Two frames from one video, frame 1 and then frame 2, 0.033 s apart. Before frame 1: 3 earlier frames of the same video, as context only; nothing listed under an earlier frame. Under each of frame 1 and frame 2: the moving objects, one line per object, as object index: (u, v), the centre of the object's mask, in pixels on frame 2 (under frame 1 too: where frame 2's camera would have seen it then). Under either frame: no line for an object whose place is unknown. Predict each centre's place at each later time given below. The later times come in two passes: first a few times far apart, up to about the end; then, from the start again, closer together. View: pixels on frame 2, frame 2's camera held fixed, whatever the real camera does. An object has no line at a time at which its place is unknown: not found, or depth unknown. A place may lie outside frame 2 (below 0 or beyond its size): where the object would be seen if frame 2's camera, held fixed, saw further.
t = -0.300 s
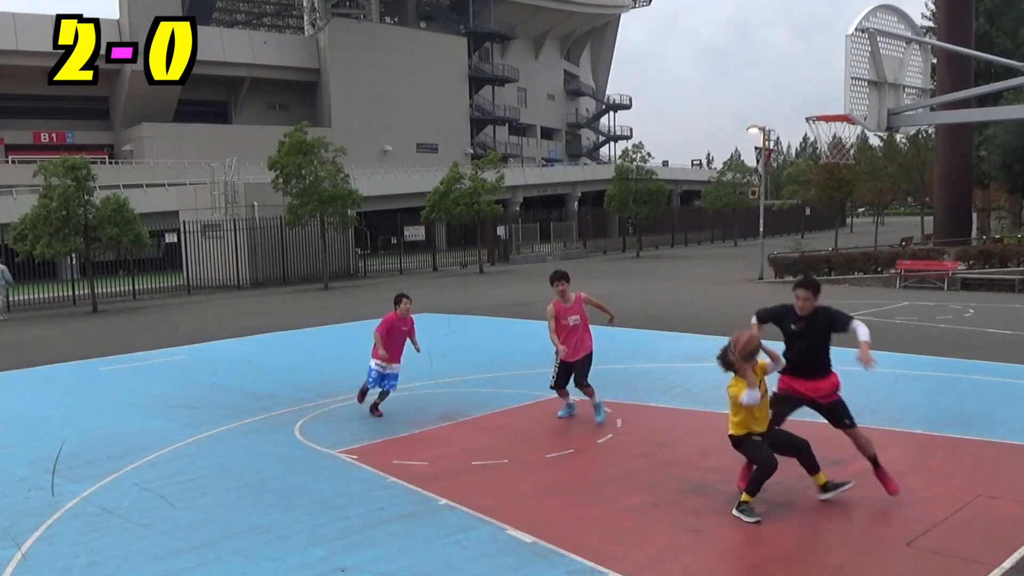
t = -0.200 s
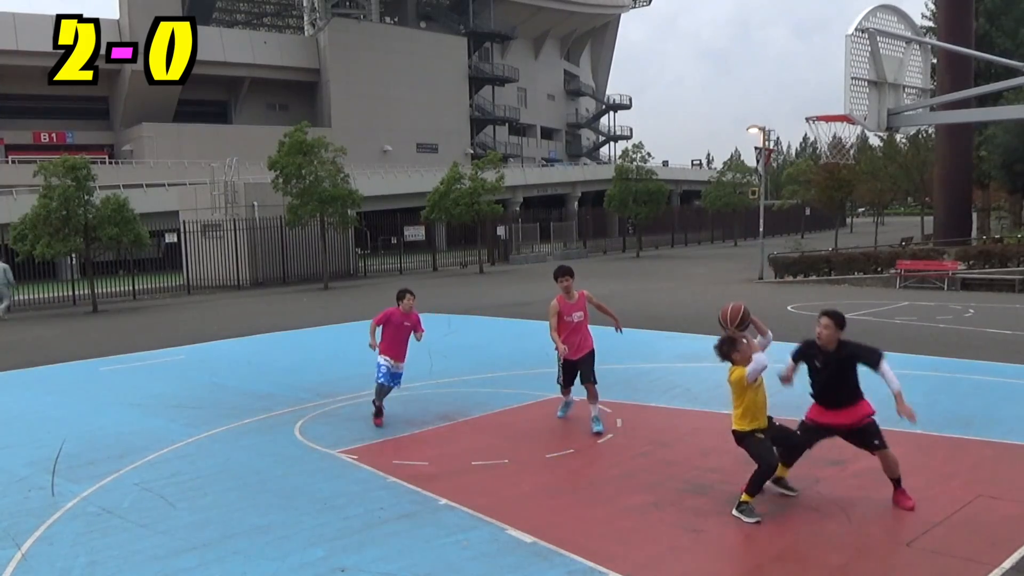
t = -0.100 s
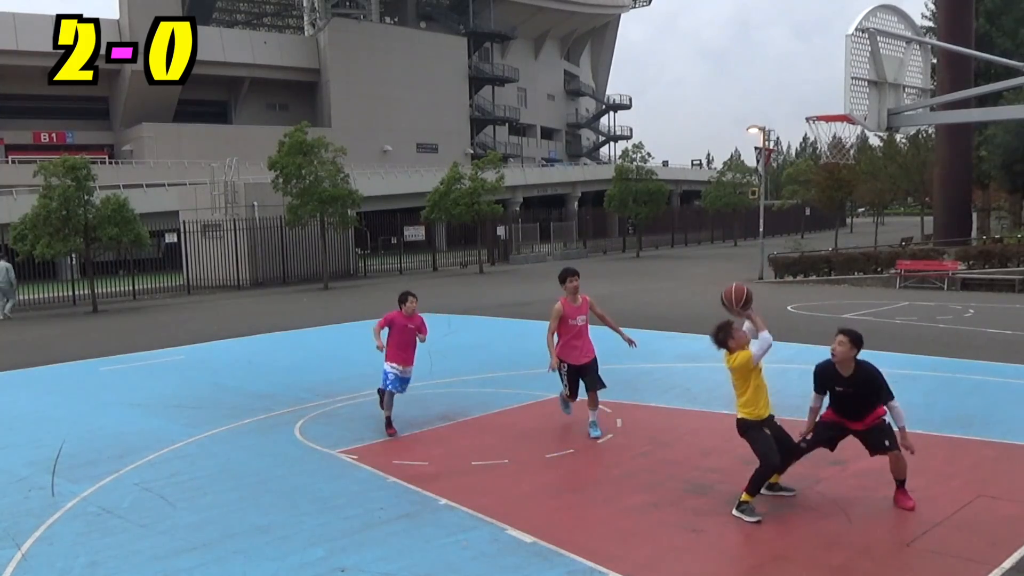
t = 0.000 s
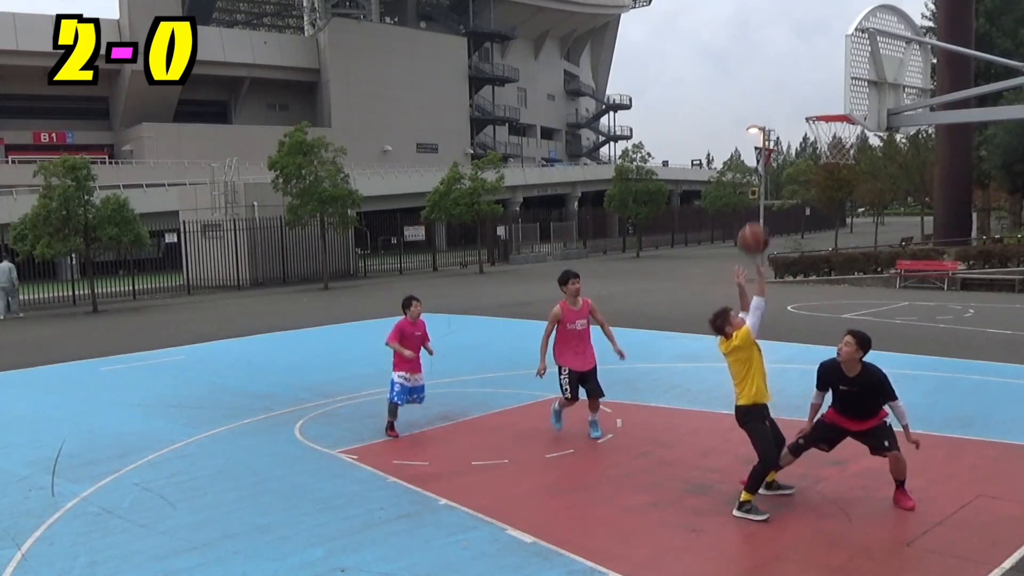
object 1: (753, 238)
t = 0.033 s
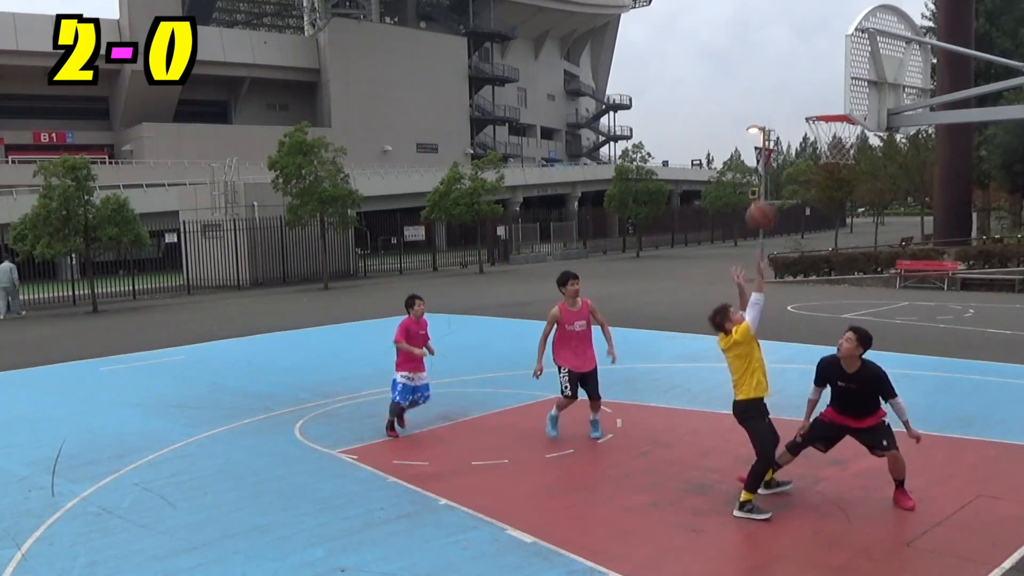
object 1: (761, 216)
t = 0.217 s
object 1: (812, 110)
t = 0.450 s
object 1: (835, 57)
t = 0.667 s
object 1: (818, 92)
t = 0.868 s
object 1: (836, 98)
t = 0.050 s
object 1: (767, 205)
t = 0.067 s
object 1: (771, 194)
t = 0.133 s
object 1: (789, 154)
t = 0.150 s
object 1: (793, 144)
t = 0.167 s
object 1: (799, 135)
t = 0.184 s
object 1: (803, 126)
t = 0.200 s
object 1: (808, 118)
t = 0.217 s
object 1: (812, 110)
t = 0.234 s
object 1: (817, 103)
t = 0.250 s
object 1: (822, 95)
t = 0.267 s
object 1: (826, 89)
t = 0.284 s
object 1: (830, 82)
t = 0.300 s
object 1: (833, 76)
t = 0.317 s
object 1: (835, 71)
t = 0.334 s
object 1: (837, 65)
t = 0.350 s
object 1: (839, 62)
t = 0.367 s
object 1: (838, 60)
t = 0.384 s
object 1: (838, 59)
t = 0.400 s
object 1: (837, 58)
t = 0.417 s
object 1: (836, 57)
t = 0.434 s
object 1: (835, 57)
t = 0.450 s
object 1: (835, 57)
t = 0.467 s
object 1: (834, 58)
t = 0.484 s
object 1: (833, 59)
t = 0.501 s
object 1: (832, 60)
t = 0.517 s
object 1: (831, 62)
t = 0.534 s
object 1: (830, 64)
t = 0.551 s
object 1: (829, 66)
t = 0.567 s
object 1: (828, 69)
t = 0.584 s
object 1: (826, 72)
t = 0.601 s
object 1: (825, 76)
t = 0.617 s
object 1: (823, 79)
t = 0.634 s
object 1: (822, 83)
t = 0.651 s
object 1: (820, 88)
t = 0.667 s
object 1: (818, 92)
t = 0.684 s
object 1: (817, 97)
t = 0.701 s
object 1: (815, 102)
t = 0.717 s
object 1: (816, 103)
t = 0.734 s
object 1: (819, 101)
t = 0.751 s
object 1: (822, 100)
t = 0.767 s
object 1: (825, 99)
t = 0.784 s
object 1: (828, 98)
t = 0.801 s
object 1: (830, 97)
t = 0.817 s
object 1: (832, 97)
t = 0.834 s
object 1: (833, 97)
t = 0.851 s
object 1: (835, 97)
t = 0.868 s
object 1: (836, 98)
